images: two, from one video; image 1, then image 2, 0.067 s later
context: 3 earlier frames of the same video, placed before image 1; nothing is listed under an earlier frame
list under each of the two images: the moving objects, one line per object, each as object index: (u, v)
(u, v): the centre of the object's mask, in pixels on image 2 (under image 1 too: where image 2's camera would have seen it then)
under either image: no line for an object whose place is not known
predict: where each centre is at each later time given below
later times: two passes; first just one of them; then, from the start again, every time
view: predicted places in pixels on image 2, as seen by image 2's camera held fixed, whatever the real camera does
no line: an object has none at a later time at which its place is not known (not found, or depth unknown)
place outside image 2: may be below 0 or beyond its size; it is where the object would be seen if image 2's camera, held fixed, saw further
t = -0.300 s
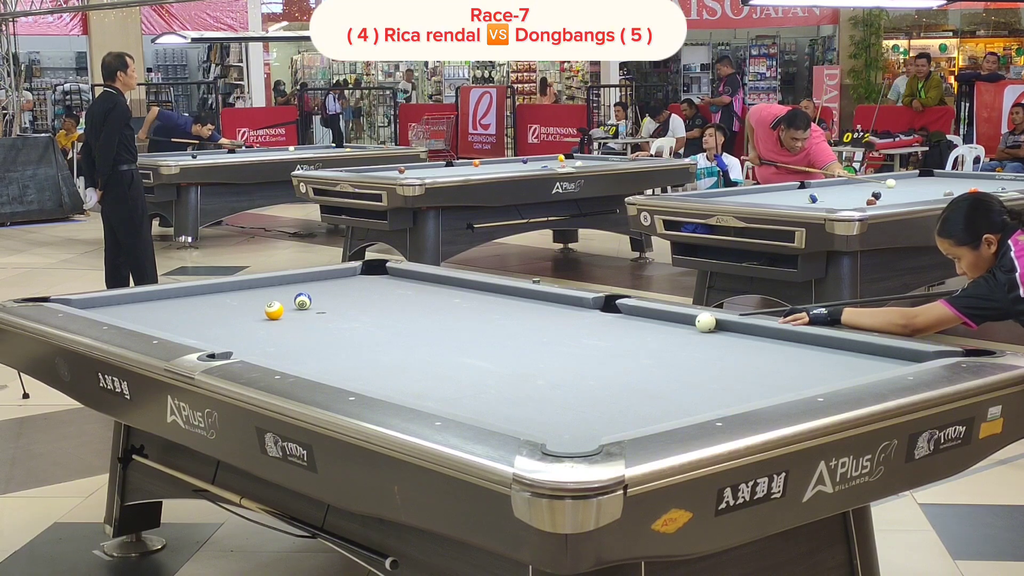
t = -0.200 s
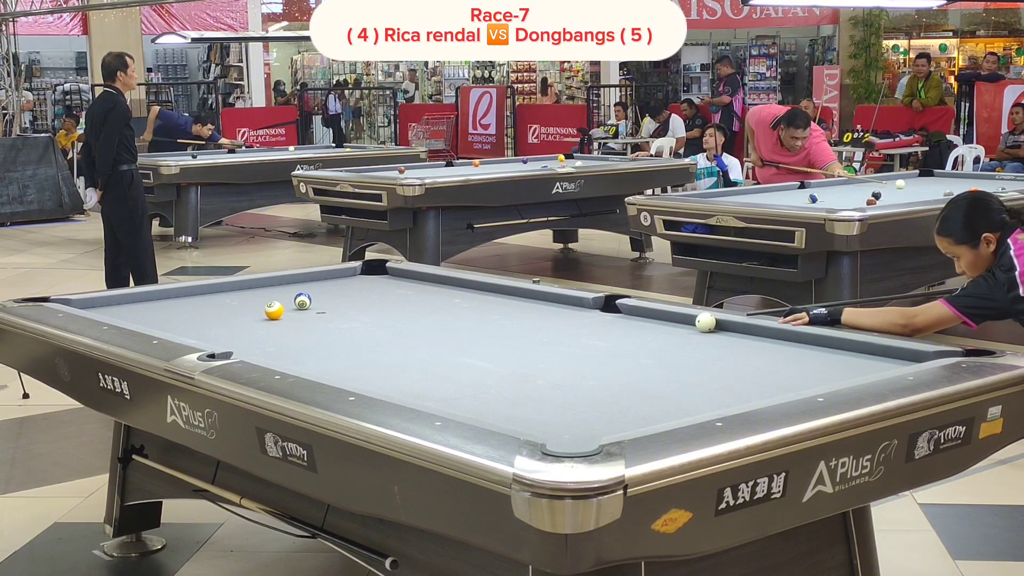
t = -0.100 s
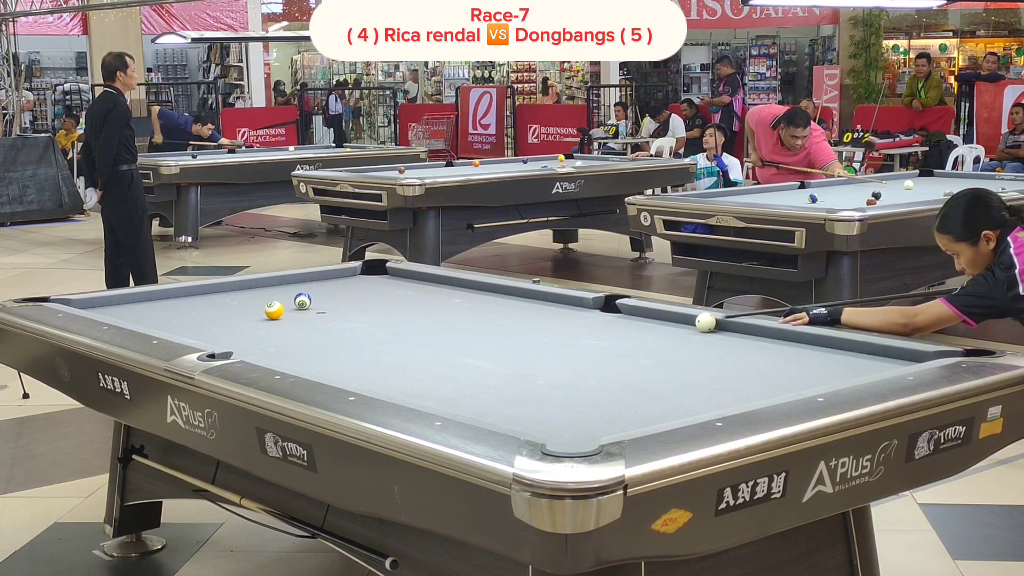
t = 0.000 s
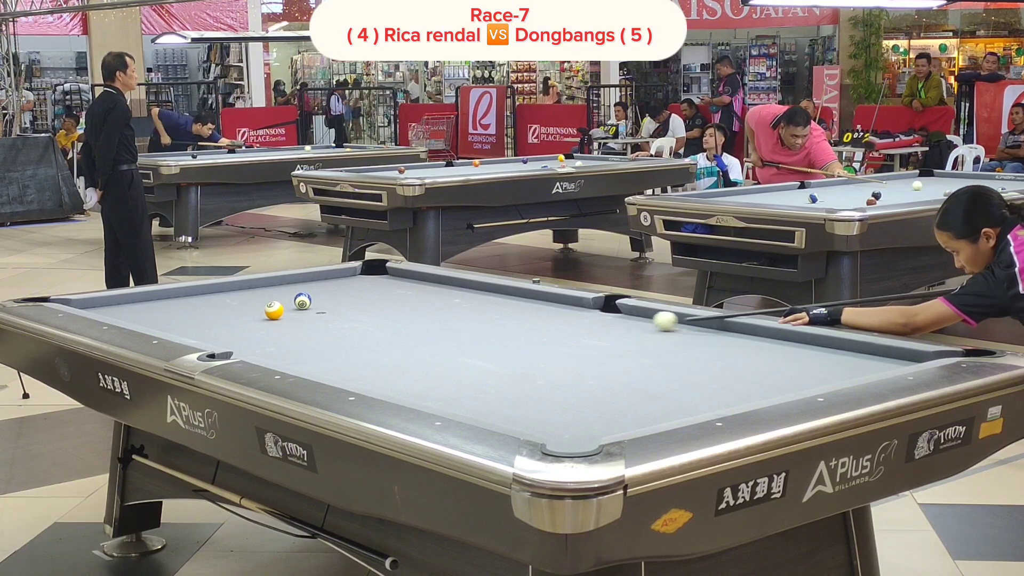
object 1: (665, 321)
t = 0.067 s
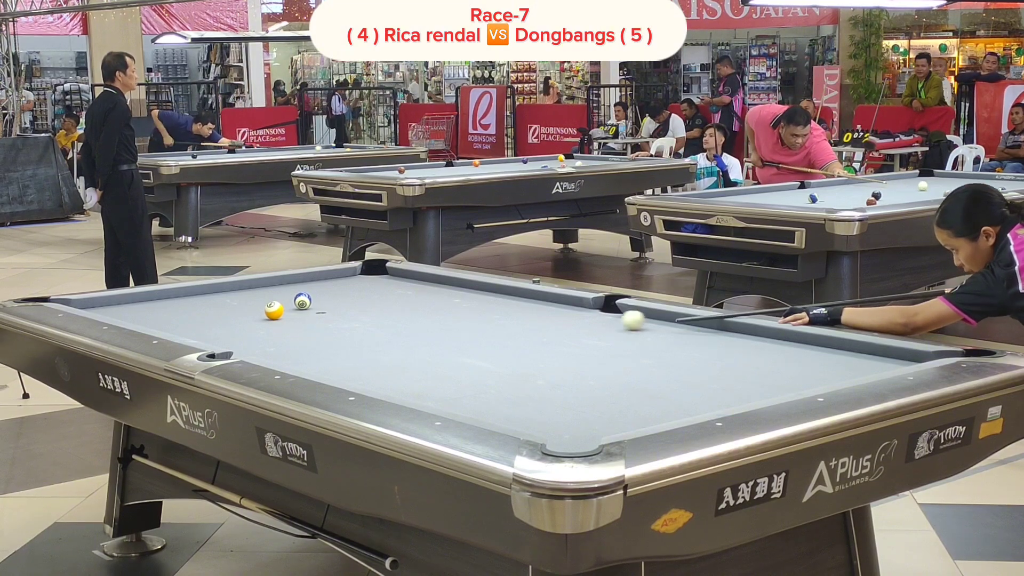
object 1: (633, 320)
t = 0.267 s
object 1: (539, 318)
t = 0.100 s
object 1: (617, 320)
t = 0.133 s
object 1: (601, 319)
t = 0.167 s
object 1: (585, 319)
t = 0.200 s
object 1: (569, 318)
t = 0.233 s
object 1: (554, 318)
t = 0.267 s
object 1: (539, 318)
